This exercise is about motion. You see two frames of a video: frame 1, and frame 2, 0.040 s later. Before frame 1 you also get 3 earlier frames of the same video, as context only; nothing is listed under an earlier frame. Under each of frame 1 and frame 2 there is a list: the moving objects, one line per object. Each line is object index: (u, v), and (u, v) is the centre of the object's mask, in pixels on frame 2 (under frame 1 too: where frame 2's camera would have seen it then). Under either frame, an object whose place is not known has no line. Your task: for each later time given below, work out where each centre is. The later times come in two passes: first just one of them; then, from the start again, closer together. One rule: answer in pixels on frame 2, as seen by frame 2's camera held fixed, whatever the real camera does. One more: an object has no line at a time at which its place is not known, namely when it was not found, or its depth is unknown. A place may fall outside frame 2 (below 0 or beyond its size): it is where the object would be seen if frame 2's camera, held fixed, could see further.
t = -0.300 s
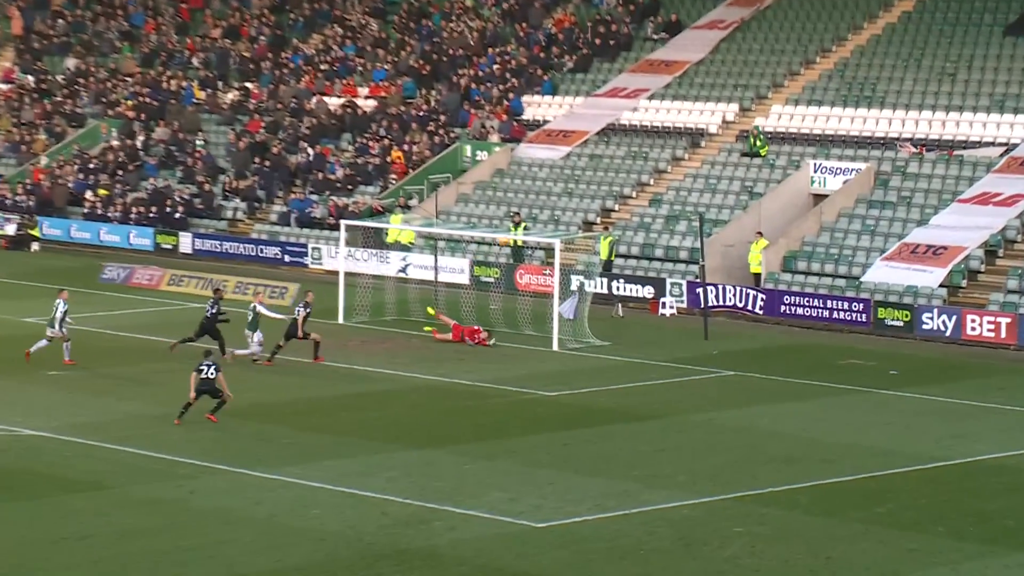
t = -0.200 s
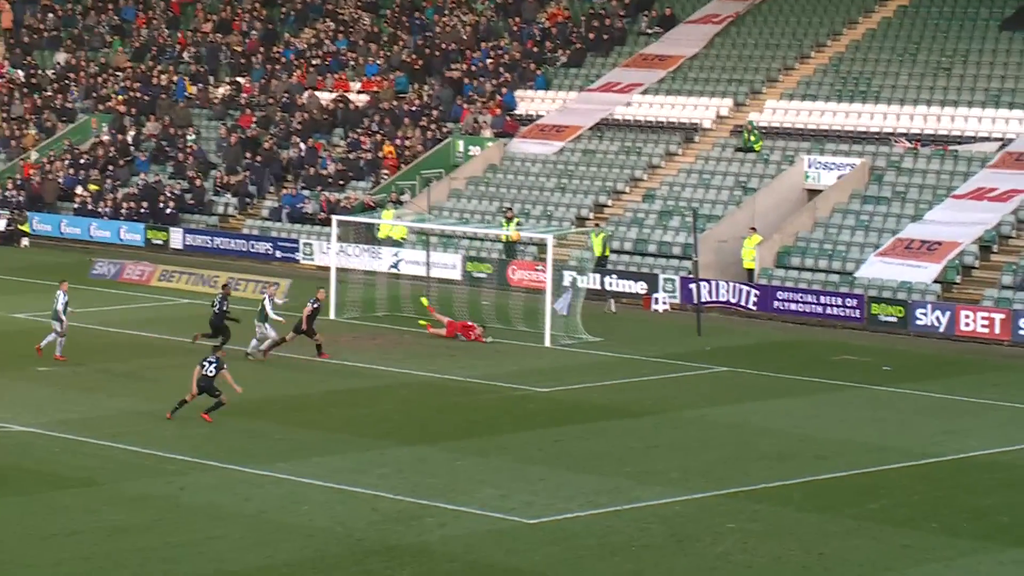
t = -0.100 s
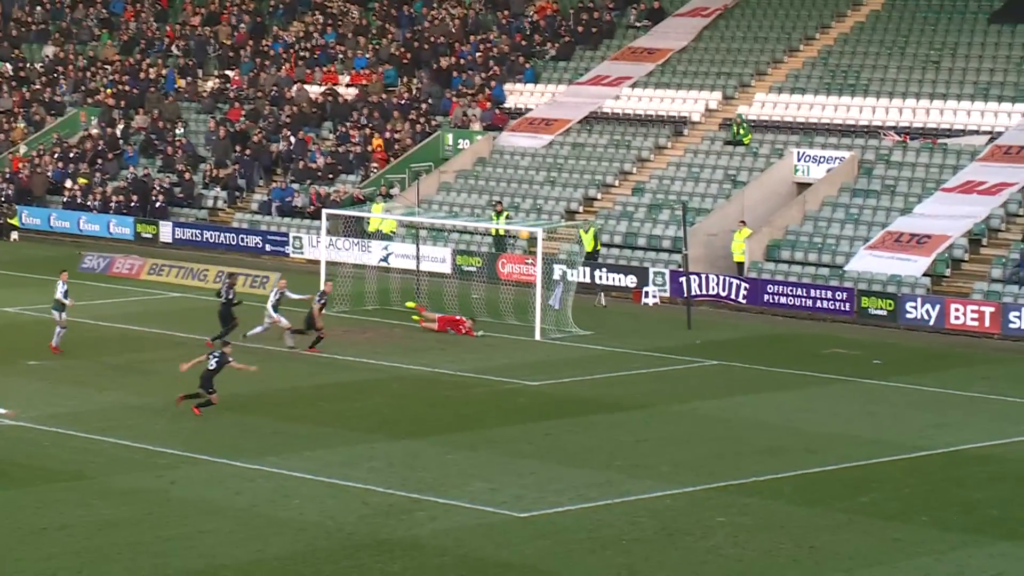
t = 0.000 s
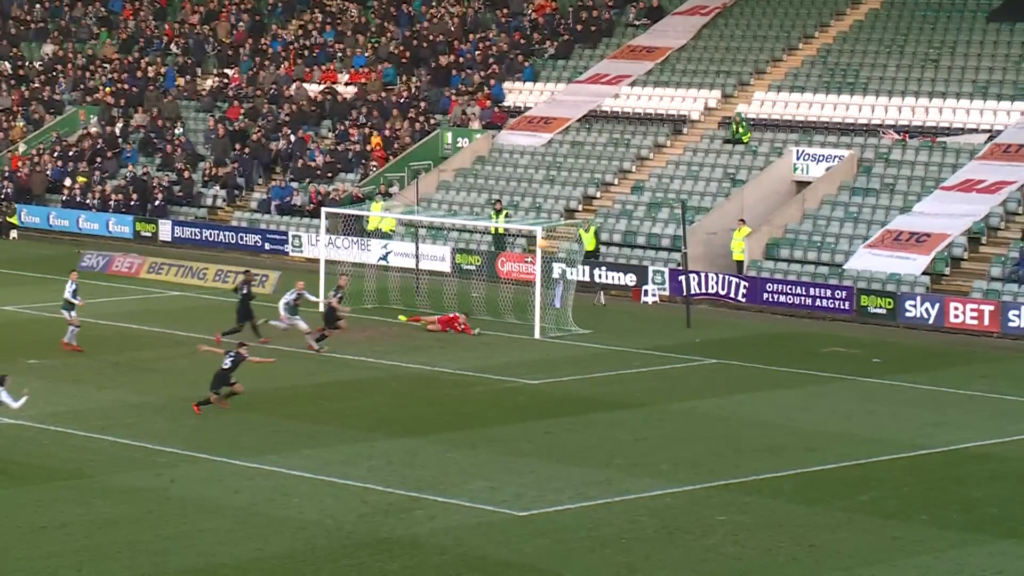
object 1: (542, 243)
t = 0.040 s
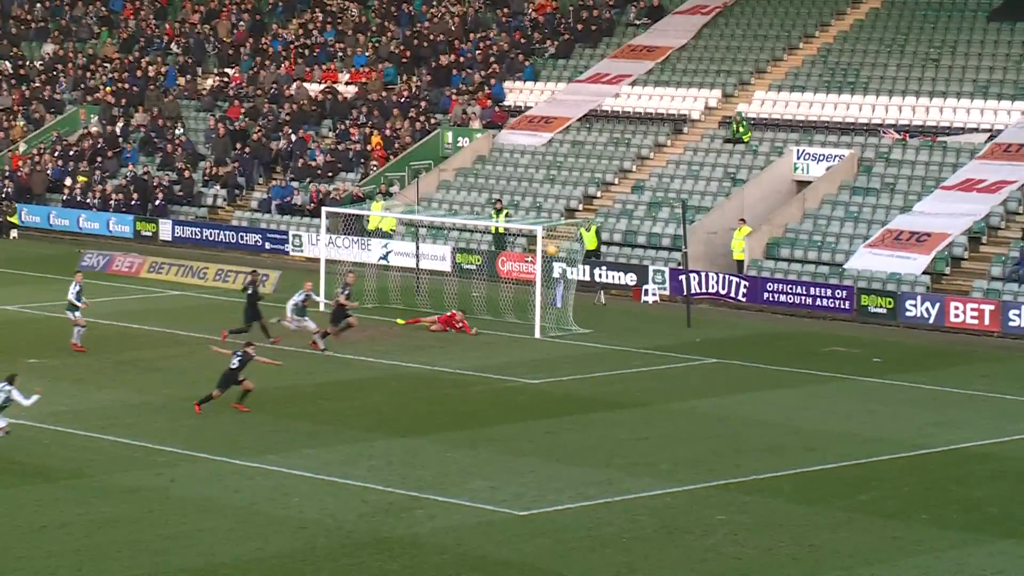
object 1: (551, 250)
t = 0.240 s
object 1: (593, 293)
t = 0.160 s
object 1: (577, 272)
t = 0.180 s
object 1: (582, 279)
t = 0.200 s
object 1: (586, 284)
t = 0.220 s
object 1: (589, 287)
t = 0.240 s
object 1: (593, 293)
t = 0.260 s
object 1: (598, 299)
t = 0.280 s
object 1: (602, 306)
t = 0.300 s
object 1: (606, 311)
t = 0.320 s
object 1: (610, 317)
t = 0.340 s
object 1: (614, 324)
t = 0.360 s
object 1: (619, 331)
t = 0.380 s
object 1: (623, 338)
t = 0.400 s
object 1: (627, 346)
